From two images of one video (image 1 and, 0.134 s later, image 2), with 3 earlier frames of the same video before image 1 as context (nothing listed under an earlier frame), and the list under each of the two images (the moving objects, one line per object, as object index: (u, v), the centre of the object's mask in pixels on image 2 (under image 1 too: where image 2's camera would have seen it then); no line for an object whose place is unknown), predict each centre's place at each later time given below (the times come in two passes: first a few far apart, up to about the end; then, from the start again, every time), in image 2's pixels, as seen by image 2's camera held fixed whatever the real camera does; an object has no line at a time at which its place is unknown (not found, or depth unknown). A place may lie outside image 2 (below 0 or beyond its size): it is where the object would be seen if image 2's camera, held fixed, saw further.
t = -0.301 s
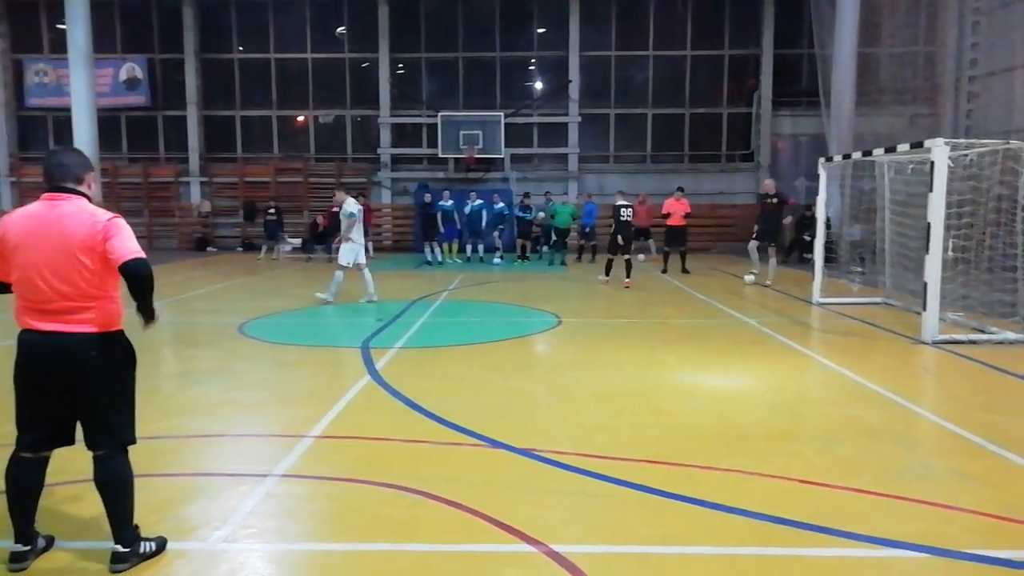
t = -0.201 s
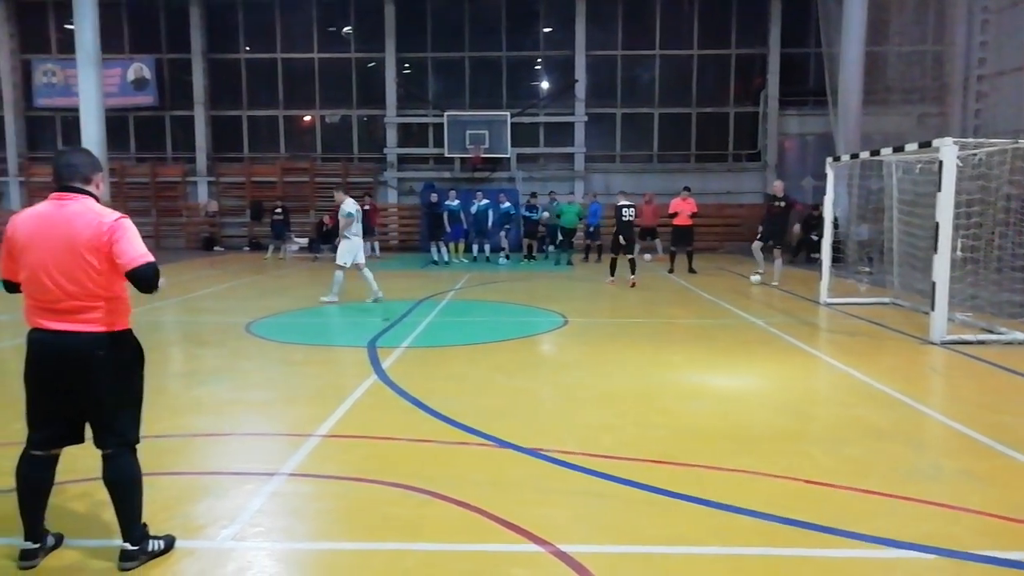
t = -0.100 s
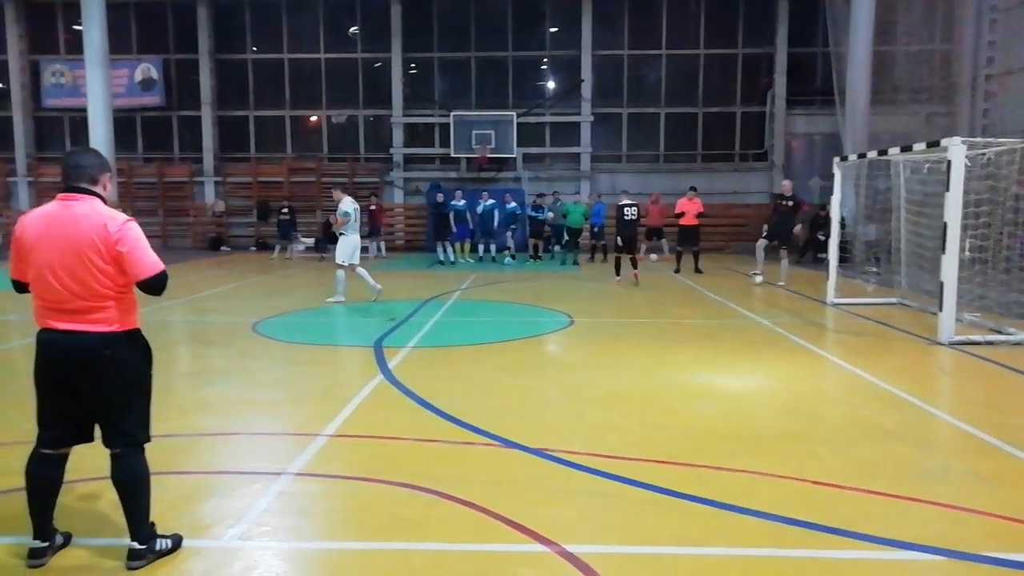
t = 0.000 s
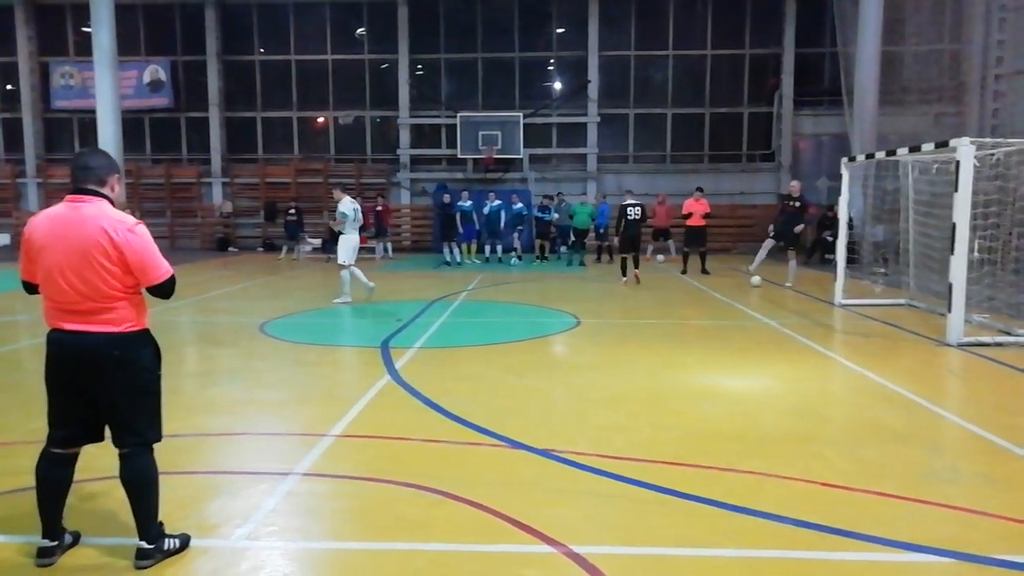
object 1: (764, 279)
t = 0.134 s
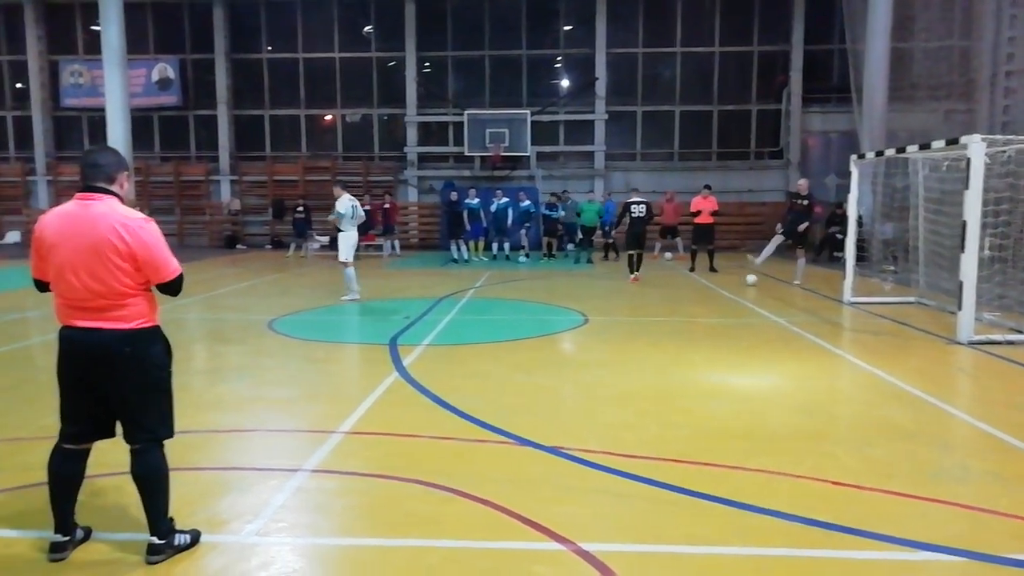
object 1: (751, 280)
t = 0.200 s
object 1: (744, 280)
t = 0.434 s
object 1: (722, 282)
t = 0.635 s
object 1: (702, 284)
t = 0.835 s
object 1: (681, 285)
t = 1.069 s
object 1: (657, 286)
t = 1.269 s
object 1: (637, 287)
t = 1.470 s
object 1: (616, 289)
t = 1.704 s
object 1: (592, 290)
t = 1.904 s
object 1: (571, 291)
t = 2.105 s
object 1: (550, 292)
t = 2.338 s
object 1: (525, 294)
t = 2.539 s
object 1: (504, 295)
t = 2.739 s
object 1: (483, 297)
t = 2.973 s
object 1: (457, 299)
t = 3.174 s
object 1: (434, 300)
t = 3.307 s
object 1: (419, 302)
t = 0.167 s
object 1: (747, 280)
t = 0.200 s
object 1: (744, 280)
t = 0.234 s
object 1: (741, 280)
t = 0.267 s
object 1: (738, 280)
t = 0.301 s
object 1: (735, 281)
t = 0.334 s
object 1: (732, 281)
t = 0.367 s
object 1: (728, 281)
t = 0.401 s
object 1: (725, 282)
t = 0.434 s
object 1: (722, 282)
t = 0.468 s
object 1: (718, 282)
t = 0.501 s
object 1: (715, 282)
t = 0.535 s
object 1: (712, 283)
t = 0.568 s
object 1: (709, 283)
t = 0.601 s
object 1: (705, 283)
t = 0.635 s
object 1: (702, 284)
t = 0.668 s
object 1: (699, 284)
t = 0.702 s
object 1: (695, 284)
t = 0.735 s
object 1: (692, 284)
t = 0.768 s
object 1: (688, 284)
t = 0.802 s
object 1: (685, 284)
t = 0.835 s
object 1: (681, 285)
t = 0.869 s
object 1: (678, 285)
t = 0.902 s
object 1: (675, 285)
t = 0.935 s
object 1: (672, 286)
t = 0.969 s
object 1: (668, 286)
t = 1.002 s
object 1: (665, 286)
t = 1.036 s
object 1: (661, 286)
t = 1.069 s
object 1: (657, 286)
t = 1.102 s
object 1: (654, 286)
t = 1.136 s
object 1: (651, 286)
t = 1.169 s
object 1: (647, 287)
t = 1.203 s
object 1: (644, 287)
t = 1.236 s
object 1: (640, 287)
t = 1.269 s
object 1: (637, 287)
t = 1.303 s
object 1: (634, 288)
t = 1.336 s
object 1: (630, 288)
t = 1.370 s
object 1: (627, 288)
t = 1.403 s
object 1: (623, 288)
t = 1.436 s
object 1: (620, 288)
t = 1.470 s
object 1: (616, 289)
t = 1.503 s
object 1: (613, 289)
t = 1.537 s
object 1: (610, 289)
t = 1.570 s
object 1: (607, 289)
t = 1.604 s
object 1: (603, 289)
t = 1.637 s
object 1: (599, 290)
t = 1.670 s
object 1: (596, 290)
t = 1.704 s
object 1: (592, 290)
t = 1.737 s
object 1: (589, 290)
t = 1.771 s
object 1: (585, 290)
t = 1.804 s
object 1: (582, 291)
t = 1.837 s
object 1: (578, 291)
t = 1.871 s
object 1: (574, 291)
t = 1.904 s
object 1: (571, 291)
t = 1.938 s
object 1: (568, 292)
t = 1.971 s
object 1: (564, 291)
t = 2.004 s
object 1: (560, 292)
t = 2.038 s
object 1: (557, 292)
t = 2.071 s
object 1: (554, 292)
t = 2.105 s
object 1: (550, 292)
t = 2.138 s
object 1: (546, 293)
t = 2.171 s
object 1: (543, 293)
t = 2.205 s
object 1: (539, 293)
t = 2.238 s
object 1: (536, 294)
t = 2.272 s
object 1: (533, 294)
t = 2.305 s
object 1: (529, 294)
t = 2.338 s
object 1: (525, 294)
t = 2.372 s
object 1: (521, 295)
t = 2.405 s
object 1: (519, 295)
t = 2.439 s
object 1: (515, 295)
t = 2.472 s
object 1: (511, 295)
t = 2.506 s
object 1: (507, 295)
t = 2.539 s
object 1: (504, 295)
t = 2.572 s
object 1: (500, 296)
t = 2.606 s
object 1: (497, 296)
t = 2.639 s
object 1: (493, 297)
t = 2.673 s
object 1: (490, 297)
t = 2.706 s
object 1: (486, 297)
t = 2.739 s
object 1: (483, 297)
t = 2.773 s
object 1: (479, 297)
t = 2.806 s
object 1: (475, 297)
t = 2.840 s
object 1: (471, 298)
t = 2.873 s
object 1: (468, 298)
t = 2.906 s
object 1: (464, 298)
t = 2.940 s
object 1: (461, 299)
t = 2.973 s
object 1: (457, 299)
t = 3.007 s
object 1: (453, 299)
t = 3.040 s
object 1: (449, 300)
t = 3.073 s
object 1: (445, 300)
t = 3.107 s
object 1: (442, 301)
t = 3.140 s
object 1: (438, 301)
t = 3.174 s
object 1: (434, 300)
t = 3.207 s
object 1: (430, 301)
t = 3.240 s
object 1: (427, 301)
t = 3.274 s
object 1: (423, 301)
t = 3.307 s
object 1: (419, 302)
